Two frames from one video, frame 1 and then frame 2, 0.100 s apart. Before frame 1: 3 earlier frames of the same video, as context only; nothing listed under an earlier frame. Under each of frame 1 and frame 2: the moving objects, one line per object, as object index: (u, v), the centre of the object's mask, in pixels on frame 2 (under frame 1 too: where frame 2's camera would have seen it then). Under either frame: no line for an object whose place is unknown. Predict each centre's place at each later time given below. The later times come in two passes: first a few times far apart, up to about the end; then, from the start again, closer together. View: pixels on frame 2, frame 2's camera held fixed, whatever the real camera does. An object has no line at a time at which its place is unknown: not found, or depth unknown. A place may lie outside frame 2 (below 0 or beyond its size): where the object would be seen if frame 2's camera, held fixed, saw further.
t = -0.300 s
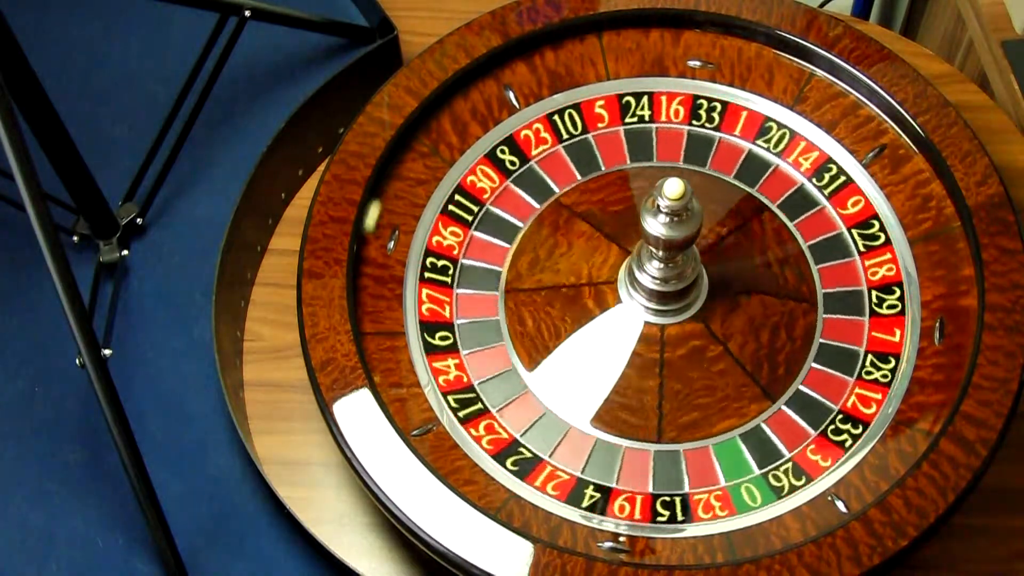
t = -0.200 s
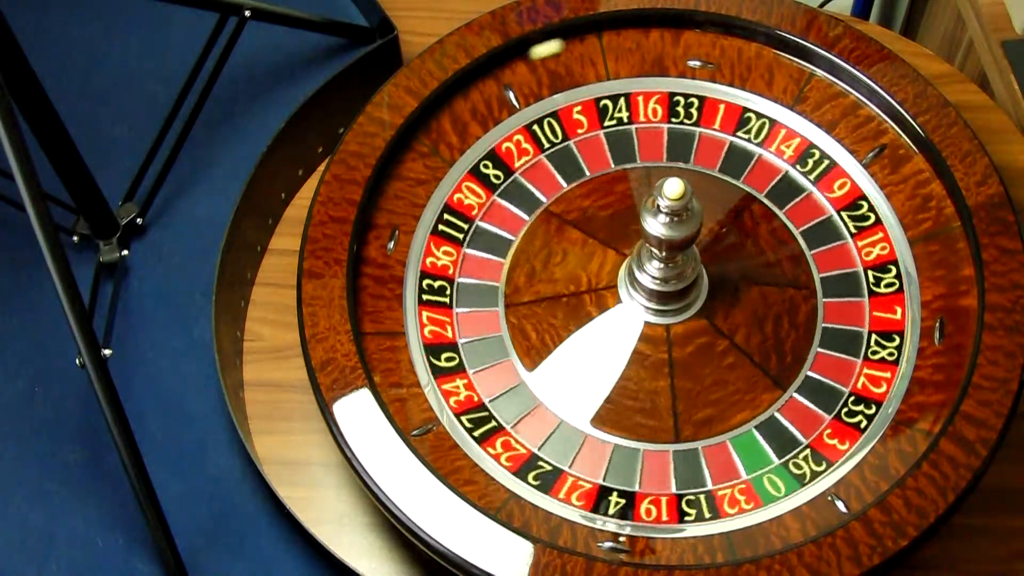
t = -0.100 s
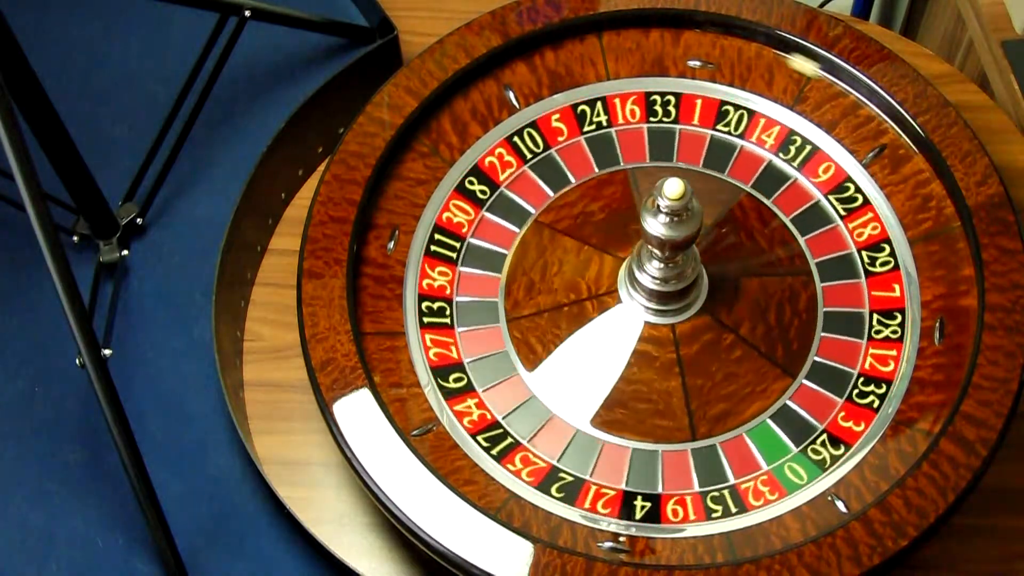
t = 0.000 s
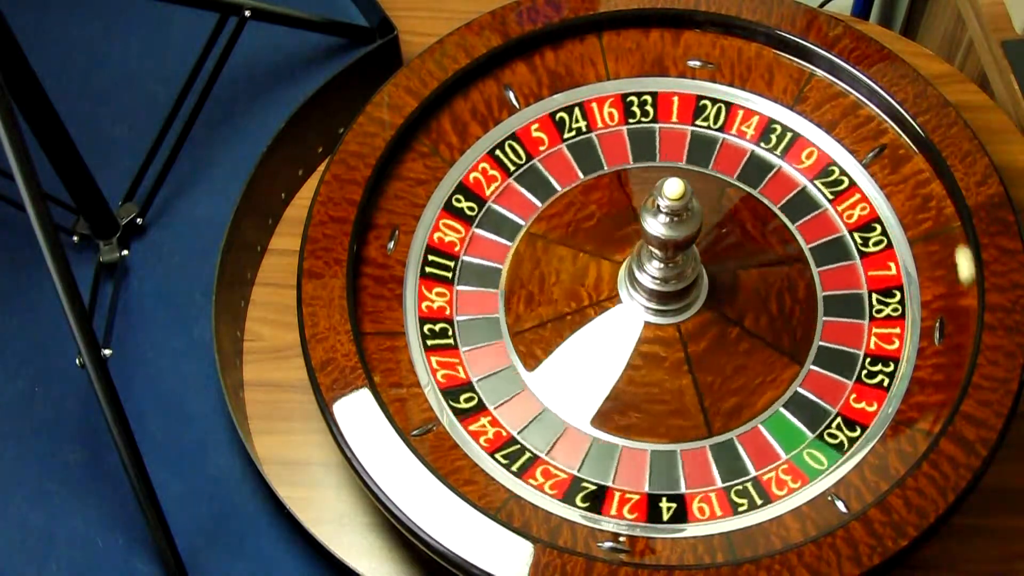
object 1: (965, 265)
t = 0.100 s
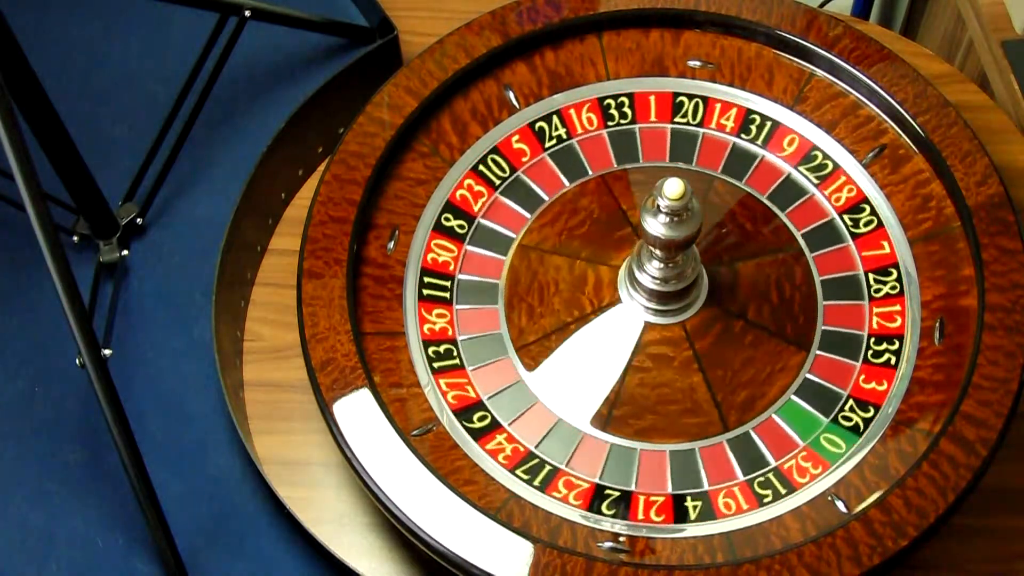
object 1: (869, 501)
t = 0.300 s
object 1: (382, 392)
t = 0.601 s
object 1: (787, 58)
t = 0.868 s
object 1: (807, 537)
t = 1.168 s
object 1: (375, 205)
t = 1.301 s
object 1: (565, 43)
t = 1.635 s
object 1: (940, 419)
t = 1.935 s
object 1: (393, 413)
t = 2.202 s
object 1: (560, 45)
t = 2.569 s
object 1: (943, 413)
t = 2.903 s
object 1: (393, 412)
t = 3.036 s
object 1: (376, 203)
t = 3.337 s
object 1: (790, 59)
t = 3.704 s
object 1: (809, 536)
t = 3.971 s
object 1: (388, 404)
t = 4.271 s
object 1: (542, 50)
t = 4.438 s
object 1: (790, 59)
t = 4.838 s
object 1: (810, 536)
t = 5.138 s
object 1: (382, 392)
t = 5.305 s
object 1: (389, 175)
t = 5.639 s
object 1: (791, 60)
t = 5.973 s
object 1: (926, 440)
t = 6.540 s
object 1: (369, 223)
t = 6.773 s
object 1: (575, 41)
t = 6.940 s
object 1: (784, 57)
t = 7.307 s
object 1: (928, 438)
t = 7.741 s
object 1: (404, 430)
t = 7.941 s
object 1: (374, 209)
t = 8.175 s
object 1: (565, 43)
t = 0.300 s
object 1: (382, 392)
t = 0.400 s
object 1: (389, 176)
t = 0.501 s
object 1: (561, 45)
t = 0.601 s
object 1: (787, 58)
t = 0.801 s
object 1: (931, 434)
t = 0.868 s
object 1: (807, 537)
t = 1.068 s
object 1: (384, 396)
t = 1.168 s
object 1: (375, 205)
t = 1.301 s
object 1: (565, 43)
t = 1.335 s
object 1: (630, 32)
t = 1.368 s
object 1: (698, 34)
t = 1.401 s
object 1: (763, 49)
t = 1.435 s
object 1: (825, 77)
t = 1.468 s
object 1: (880, 117)
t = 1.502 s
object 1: (924, 167)
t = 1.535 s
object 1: (954, 226)
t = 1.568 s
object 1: (968, 290)
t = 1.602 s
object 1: (963, 356)
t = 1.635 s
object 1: (940, 419)
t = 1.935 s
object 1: (393, 413)
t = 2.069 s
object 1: (384, 186)
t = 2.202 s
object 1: (560, 45)
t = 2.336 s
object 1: (798, 63)
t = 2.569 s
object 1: (943, 413)
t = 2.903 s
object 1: (393, 412)
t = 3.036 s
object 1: (376, 203)
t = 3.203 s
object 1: (573, 41)
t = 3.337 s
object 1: (790, 59)
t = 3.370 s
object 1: (839, 86)
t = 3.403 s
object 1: (883, 121)
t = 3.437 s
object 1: (920, 161)
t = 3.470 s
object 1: (948, 209)
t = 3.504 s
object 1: (964, 260)
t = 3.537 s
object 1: (969, 315)
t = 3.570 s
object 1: (960, 369)
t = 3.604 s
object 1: (939, 420)
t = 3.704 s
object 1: (809, 536)
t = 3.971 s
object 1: (388, 404)
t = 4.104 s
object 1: (373, 211)
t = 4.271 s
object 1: (542, 50)
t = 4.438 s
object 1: (790, 59)
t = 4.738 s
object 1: (932, 431)
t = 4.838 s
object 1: (810, 536)
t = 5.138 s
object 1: (382, 392)
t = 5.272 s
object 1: (371, 215)
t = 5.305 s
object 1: (389, 175)
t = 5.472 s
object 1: (563, 44)
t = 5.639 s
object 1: (791, 60)
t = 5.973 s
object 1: (926, 440)
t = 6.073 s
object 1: (813, 535)
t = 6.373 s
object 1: (400, 425)
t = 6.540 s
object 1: (369, 223)
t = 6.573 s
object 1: (384, 185)
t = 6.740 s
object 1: (534, 53)
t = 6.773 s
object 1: (575, 41)
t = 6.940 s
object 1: (784, 57)
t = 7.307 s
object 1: (928, 438)
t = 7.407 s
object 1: (827, 527)
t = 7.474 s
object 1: (736, 559)
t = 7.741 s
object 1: (404, 430)
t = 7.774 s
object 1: (383, 395)
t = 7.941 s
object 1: (374, 209)
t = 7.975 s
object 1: (389, 175)
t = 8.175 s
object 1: (565, 43)
